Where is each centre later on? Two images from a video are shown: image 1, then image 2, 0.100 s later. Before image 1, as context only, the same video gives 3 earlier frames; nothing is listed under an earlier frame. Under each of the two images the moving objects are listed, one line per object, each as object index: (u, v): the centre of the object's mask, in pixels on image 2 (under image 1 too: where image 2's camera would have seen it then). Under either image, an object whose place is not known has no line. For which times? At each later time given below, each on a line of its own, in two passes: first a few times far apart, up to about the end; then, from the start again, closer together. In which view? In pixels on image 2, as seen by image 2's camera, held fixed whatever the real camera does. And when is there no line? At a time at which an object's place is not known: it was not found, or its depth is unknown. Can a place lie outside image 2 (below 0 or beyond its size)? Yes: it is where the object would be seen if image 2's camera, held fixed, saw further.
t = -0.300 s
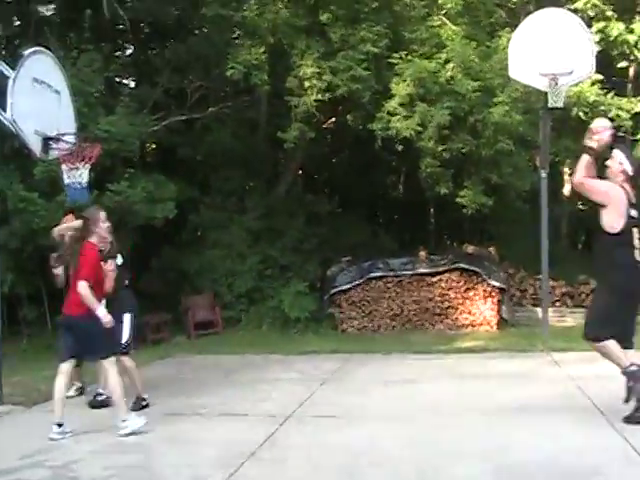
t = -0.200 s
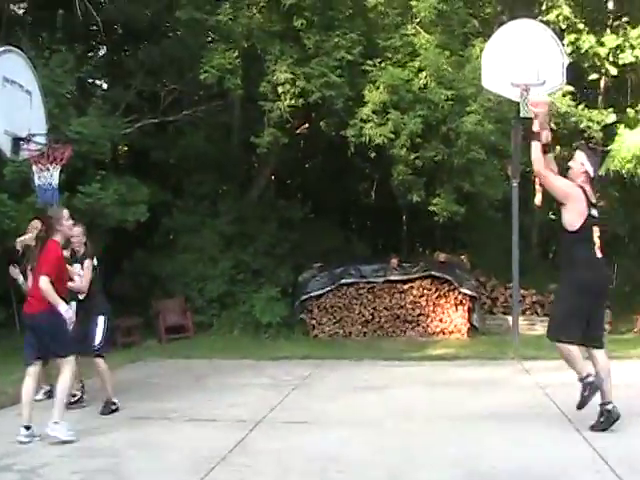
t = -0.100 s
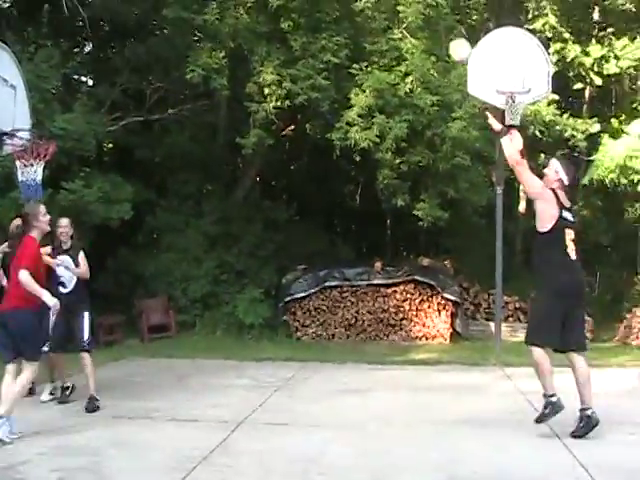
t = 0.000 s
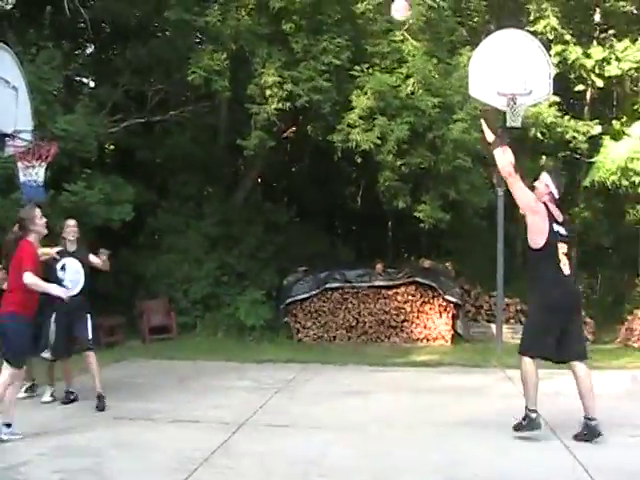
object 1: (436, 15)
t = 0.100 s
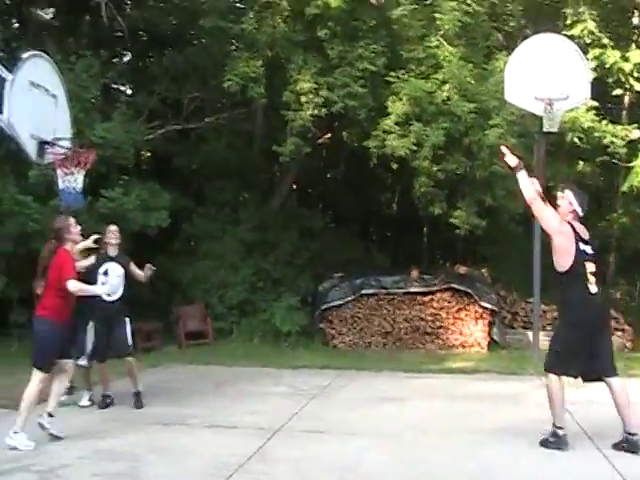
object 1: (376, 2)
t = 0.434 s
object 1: (201, 8)
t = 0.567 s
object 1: (137, 54)
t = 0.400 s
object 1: (217, 1)
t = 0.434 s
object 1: (201, 8)
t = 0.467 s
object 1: (185, 19)
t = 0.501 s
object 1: (169, 30)
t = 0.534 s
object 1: (153, 42)
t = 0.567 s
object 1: (137, 54)
